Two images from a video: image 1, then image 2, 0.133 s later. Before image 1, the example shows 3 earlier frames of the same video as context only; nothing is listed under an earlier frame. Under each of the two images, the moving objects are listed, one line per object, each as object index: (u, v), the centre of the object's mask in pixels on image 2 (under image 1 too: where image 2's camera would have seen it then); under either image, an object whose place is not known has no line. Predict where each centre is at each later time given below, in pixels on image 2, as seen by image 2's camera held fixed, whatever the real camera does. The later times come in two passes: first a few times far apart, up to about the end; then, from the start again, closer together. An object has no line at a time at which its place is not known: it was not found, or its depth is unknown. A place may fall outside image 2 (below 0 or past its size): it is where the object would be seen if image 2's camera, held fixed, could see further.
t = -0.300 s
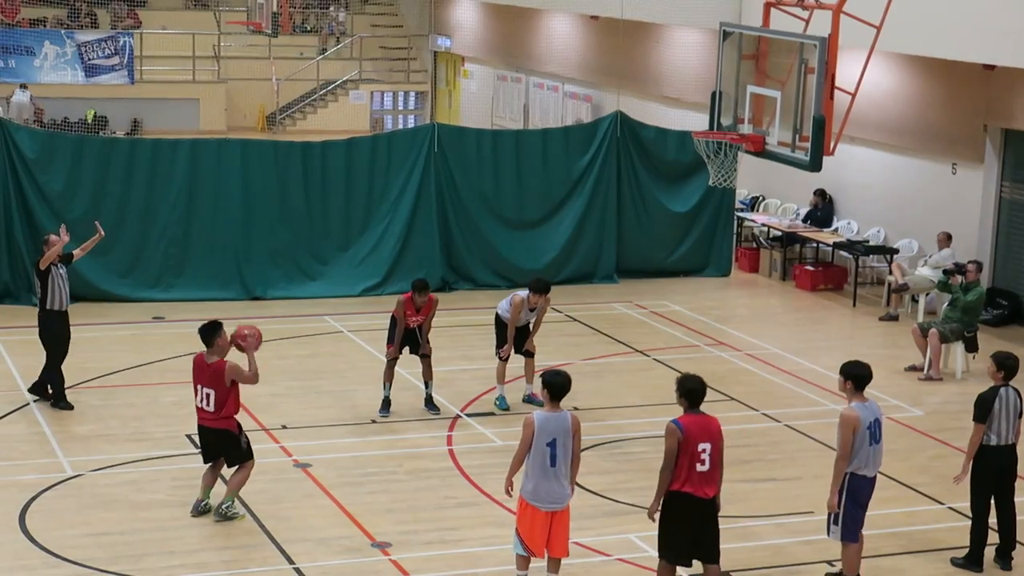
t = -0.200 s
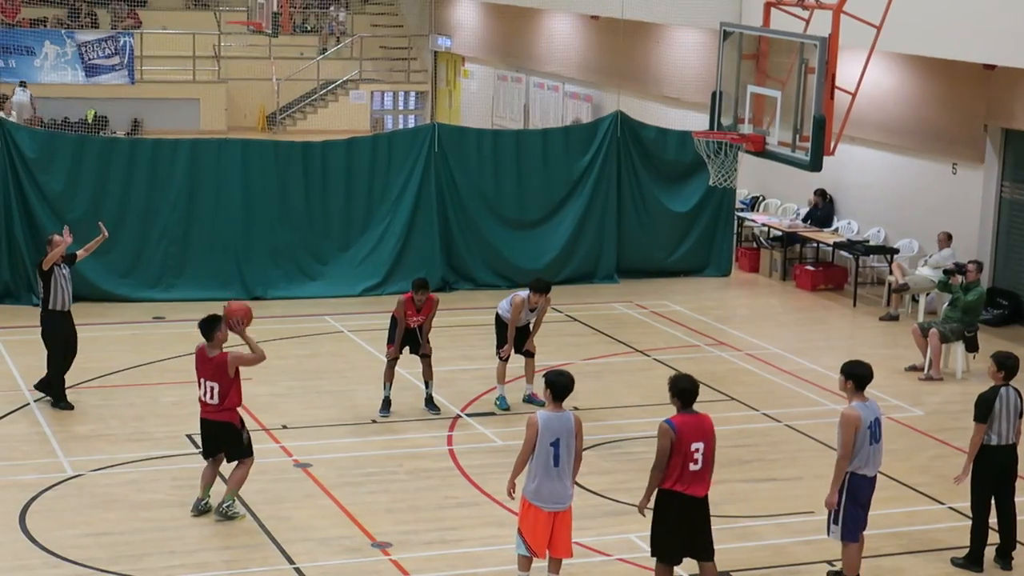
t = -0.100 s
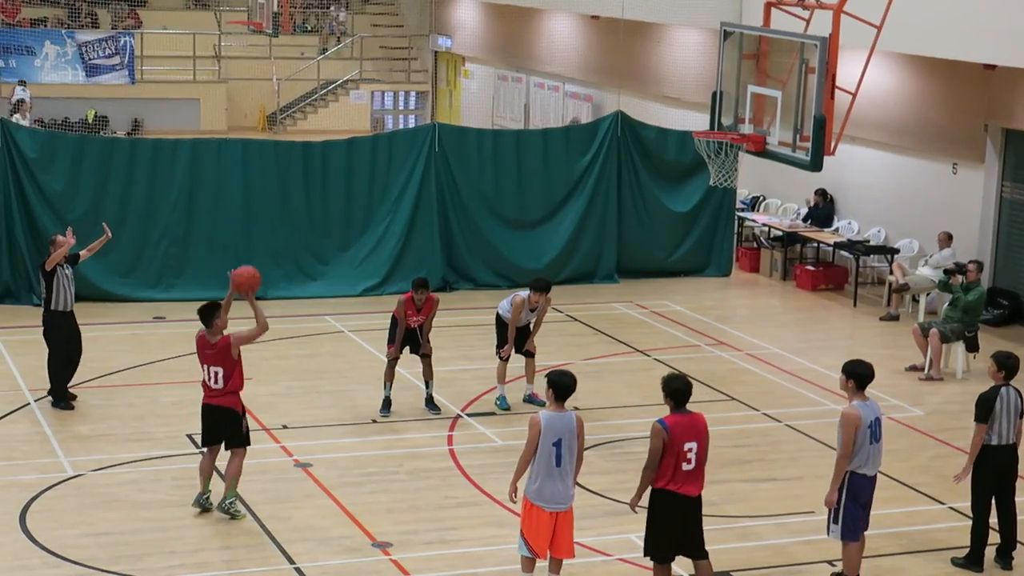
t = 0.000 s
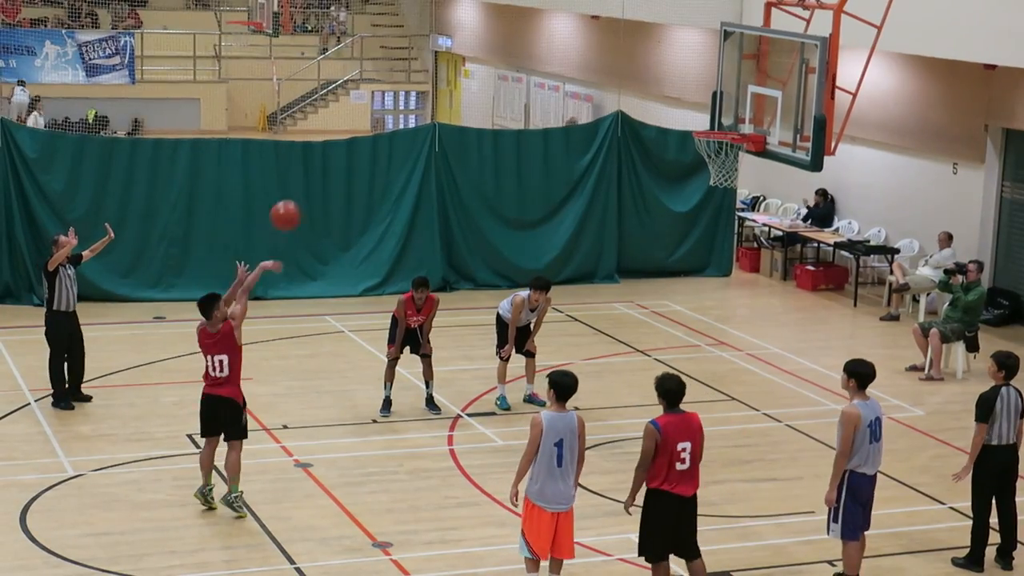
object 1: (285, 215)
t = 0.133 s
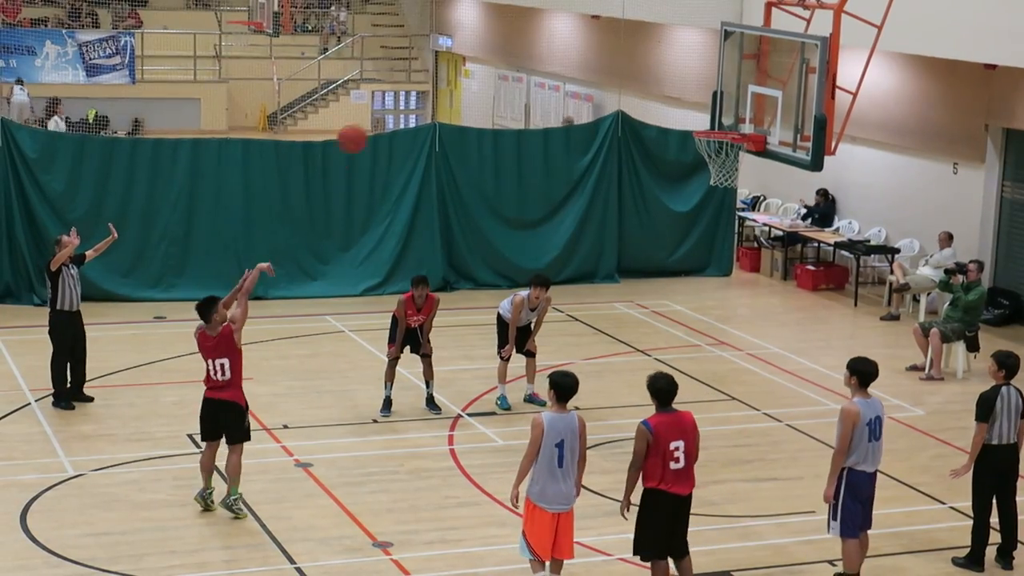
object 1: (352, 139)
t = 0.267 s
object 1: (417, 83)
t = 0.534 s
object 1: (540, 38)
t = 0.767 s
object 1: (641, 67)
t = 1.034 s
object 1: (740, 165)
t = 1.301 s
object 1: (785, 264)
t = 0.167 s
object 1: (369, 122)
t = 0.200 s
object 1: (384, 109)
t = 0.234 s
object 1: (401, 95)
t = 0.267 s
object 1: (417, 83)
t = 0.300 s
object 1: (433, 73)
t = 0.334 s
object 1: (449, 64)
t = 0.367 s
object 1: (465, 56)
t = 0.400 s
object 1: (480, 50)
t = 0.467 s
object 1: (510, 42)
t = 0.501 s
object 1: (526, 39)
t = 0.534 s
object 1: (540, 38)
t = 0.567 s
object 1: (555, 38)
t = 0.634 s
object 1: (584, 43)
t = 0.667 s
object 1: (598, 47)
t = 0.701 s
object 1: (613, 52)
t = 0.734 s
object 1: (626, 58)
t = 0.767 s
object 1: (641, 67)
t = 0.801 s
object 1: (654, 75)
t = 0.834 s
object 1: (667, 85)
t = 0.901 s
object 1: (693, 109)
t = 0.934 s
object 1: (705, 123)
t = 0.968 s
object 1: (718, 139)
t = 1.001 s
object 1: (730, 154)
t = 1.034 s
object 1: (740, 165)
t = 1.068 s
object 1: (746, 173)
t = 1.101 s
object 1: (752, 183)
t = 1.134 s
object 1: (758, 194)
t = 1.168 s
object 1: (763, 205)
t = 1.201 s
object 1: (769, 219)
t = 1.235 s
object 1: (774, 233)
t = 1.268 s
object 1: (780, 248)
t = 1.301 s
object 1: (785, 264)
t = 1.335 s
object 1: (790, 282)
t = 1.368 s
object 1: (796, 301)
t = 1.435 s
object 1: (805, 340)
